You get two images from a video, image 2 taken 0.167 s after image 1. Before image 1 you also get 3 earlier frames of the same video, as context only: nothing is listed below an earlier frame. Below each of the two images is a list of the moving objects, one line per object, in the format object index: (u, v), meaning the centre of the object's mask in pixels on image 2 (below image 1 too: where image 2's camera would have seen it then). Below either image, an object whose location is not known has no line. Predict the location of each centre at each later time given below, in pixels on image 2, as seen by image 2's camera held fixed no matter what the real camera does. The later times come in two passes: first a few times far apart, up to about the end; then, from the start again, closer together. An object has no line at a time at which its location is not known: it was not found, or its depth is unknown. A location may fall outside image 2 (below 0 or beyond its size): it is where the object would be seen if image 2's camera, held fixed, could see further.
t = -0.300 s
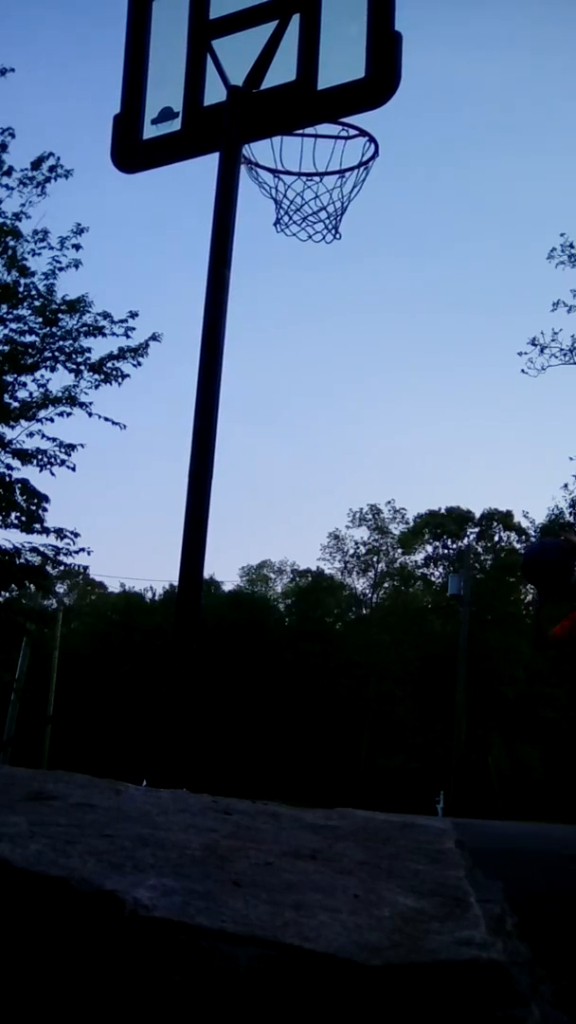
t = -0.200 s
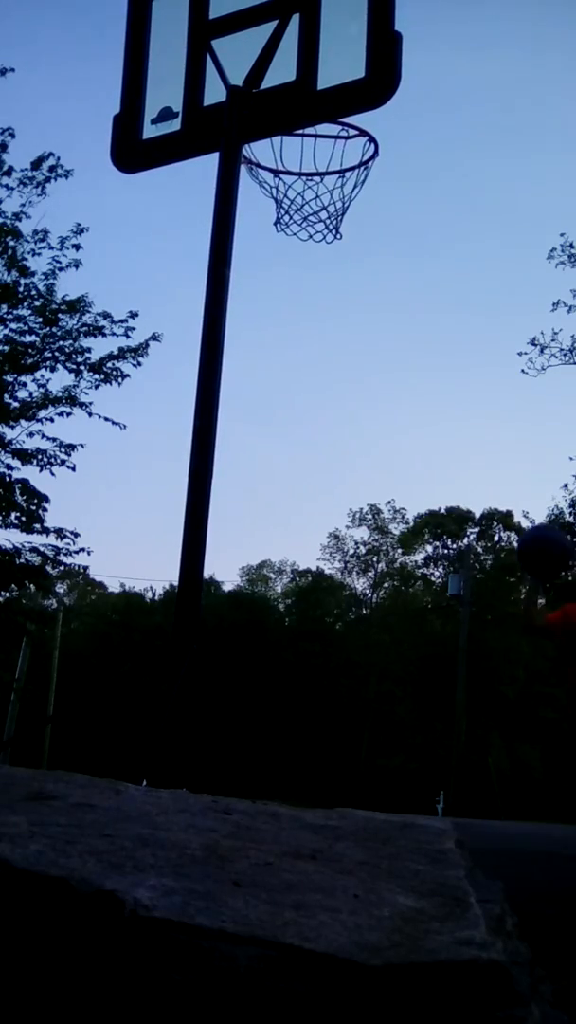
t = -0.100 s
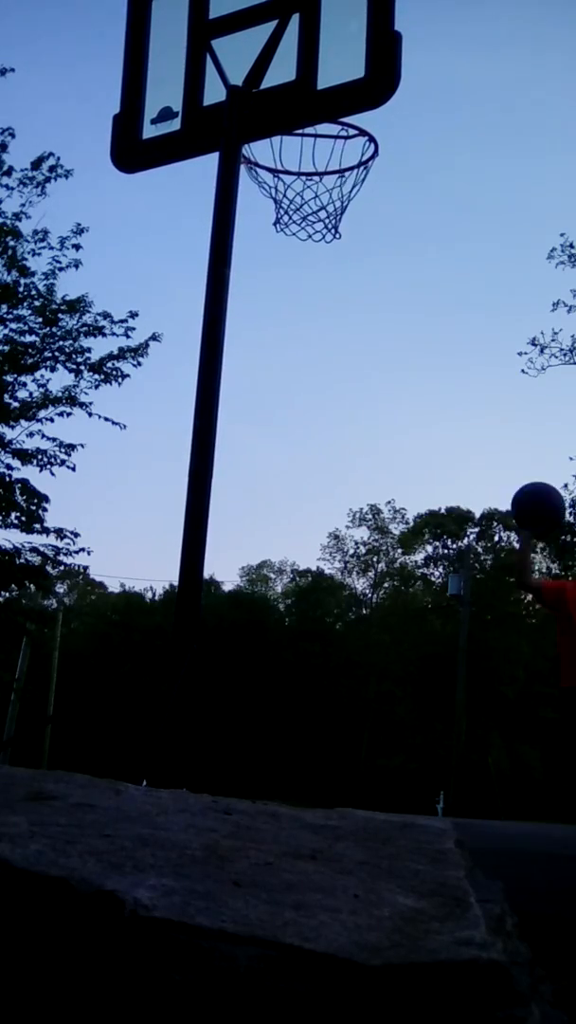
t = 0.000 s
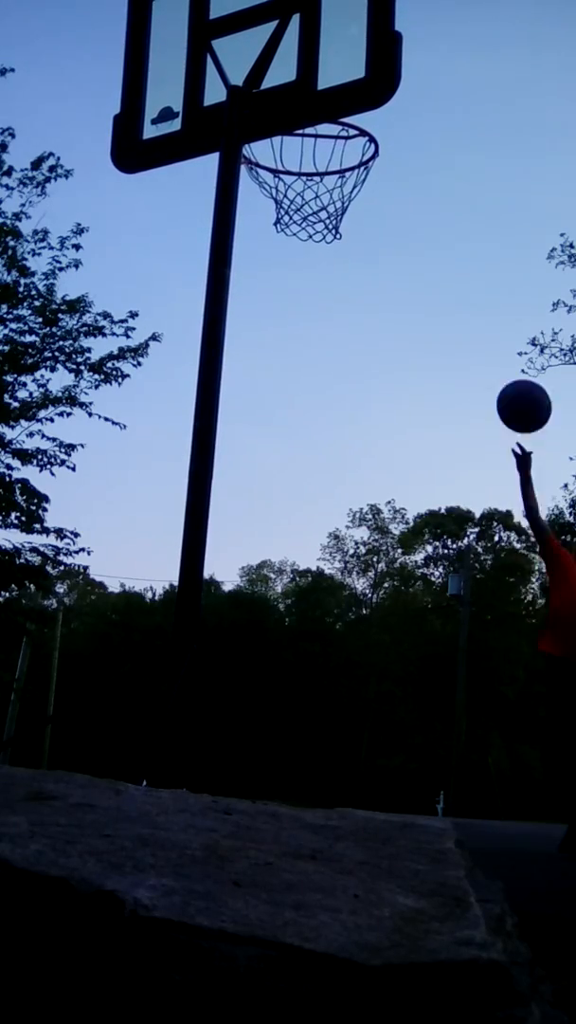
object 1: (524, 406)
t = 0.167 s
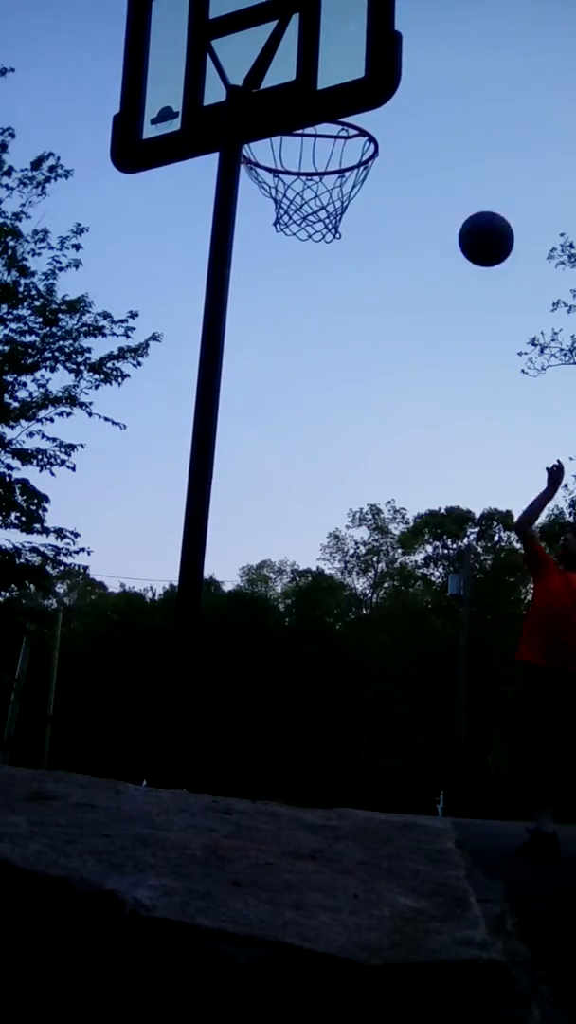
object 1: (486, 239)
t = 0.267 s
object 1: (461, 166)
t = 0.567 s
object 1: (353, 60)
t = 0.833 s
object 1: (297, 65)
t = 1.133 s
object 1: (335, 136)
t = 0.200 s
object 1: (478, 212)
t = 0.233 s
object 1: (470, 188)
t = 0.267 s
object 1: (461, 166)
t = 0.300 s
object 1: (452, 145)
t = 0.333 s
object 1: (442, 128)
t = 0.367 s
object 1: (433, 112)
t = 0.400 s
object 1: (423, 99)
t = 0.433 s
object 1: (416, 88)
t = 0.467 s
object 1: (411, 80)
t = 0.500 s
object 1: (406, 74)
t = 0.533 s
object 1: (359, 62)
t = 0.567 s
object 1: (353, 60)
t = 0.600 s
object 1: (346, 60)
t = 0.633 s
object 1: (340, 62)
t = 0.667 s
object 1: (336, 65)
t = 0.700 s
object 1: (314, 71)
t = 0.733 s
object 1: (290, 78)
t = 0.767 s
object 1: (284, 71)
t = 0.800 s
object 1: (294, 71)
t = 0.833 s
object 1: (297, 65)
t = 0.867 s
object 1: (299, 62)
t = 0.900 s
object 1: (316, 61)
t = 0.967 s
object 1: (320, 62)
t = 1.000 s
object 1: (326, 65)
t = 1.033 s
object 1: (334, 68)
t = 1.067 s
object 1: (333, 73)
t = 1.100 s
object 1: (331, 108)
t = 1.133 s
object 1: (335, 136)
